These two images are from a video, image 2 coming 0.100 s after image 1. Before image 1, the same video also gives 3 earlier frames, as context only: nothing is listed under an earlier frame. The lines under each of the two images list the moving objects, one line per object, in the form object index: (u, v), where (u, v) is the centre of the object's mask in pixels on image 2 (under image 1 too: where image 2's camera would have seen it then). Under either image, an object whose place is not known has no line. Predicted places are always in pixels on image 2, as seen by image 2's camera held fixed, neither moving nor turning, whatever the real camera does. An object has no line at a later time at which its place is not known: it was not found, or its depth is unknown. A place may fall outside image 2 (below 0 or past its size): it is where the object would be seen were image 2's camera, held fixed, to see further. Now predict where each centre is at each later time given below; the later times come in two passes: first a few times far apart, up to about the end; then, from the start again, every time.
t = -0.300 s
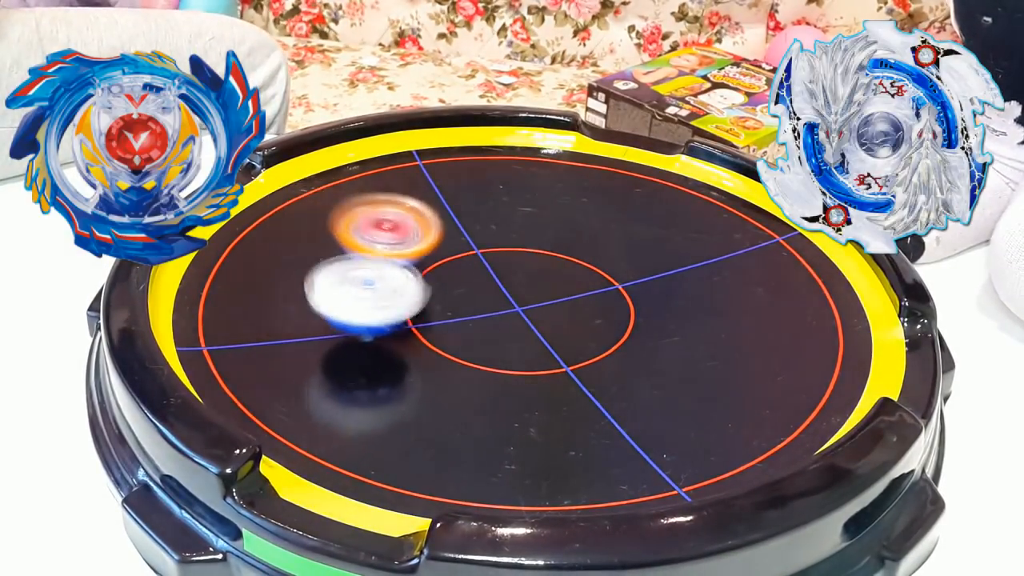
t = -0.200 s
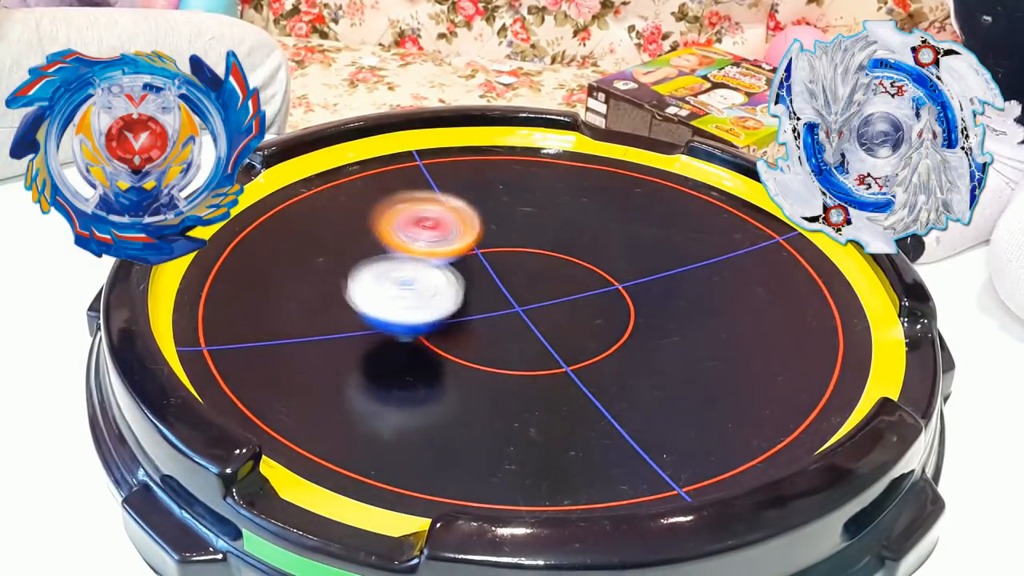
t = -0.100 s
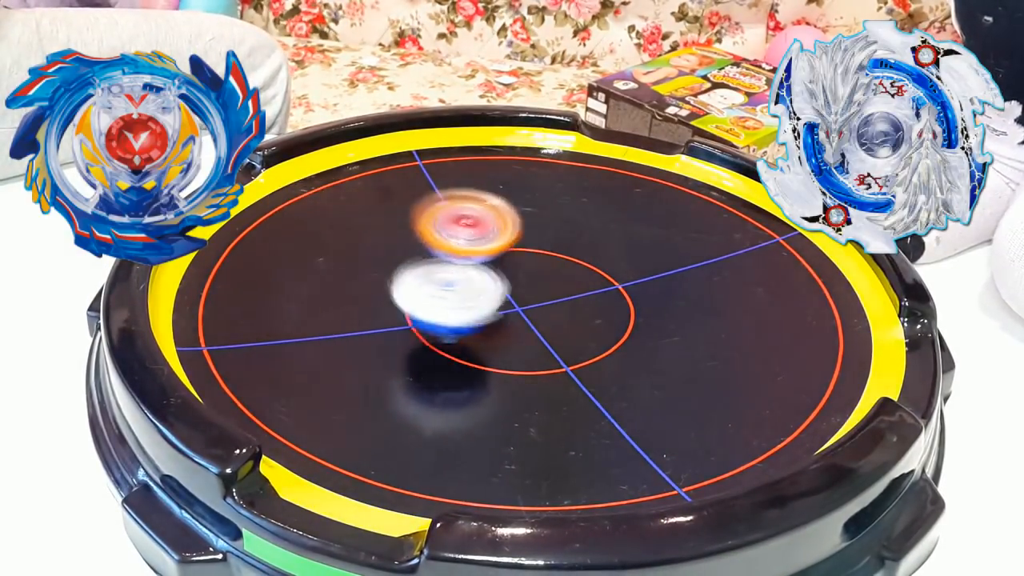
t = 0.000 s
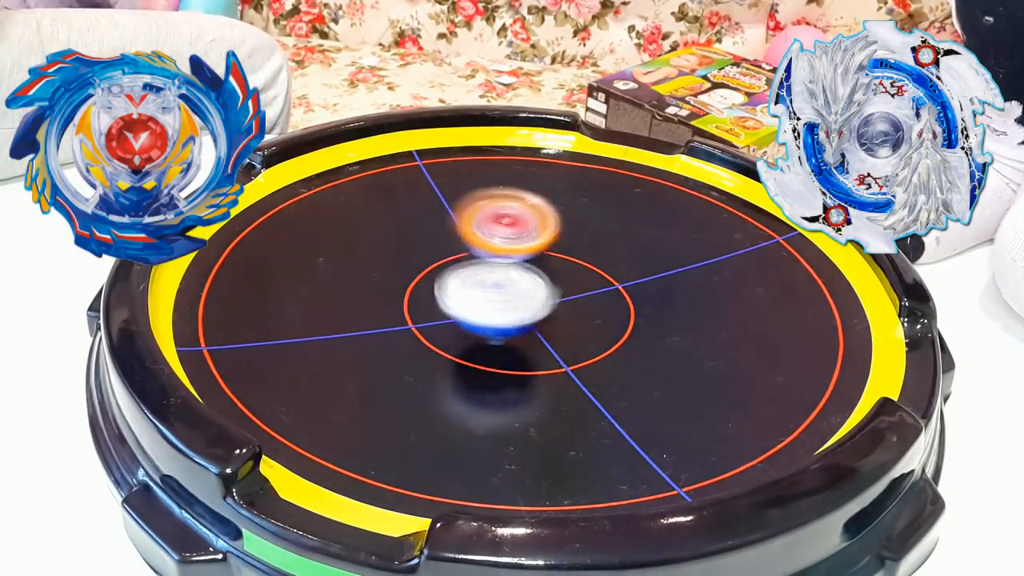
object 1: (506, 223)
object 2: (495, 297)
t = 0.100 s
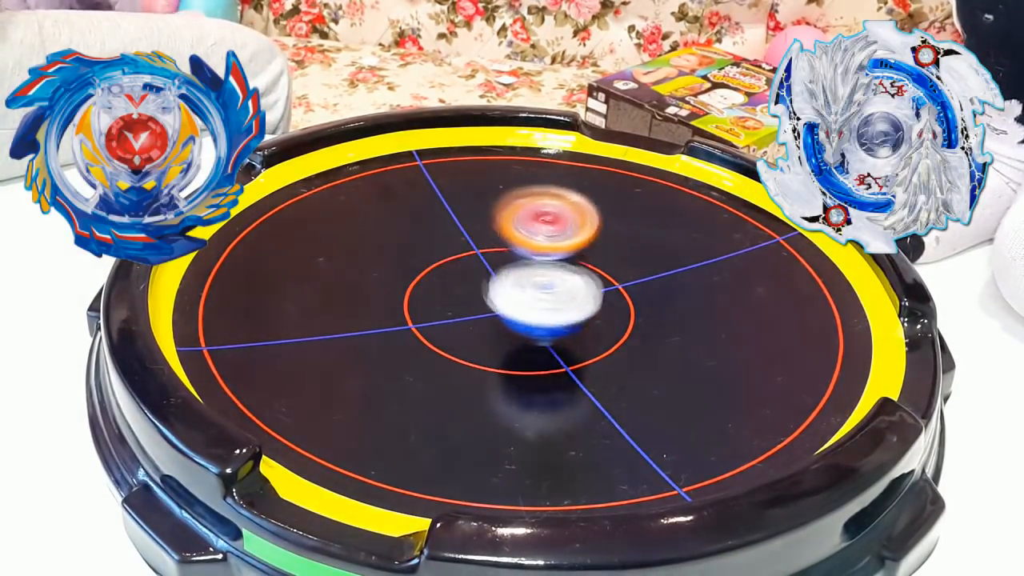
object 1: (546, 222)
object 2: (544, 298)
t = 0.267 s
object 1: (609, 218)
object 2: (615, 300)
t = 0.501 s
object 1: (675, 211)
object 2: (676, 304)
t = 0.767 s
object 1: (725, 214)
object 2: (659, 297)
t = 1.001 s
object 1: (719, 218)
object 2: (590, 273)
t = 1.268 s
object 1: (651, 233)
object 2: (511, 229)
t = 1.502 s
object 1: (542, 274)
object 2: (475, 195)
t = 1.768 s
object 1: (481, 367)
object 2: (489, 184)
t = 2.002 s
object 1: (542, 408)
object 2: (514, 212)
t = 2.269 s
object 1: (589, 361)
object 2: (524, 268)
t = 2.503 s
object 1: (688, 373)
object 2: (437, 230)
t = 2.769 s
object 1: (788, 355)
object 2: (358, 194)
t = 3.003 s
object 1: (718, 308)
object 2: (303, 190)
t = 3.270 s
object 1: (524, 279)
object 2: (323, 220)
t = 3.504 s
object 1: (417, 336)
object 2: (363, 230)
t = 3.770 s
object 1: (559, 434)
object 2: (441, 218)
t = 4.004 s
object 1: (675, 376)
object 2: (530, 231)
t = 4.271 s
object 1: (606, 302)
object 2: (606, 221)
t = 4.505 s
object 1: (537, 345)
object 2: (586, 181)
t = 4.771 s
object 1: (488, 375)
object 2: (511, 162)
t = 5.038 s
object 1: (470, 362)
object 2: (449, 188)
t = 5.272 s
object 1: (464, 316)
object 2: (458, 235)
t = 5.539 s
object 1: (420, 322)
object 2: (543, 238)
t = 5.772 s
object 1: (423, 351)
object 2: (582, 204)
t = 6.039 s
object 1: (478, 341)
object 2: (563, 176)
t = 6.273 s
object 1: (517, 285)
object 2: (528, 173)
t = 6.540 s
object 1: (438, 267)
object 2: (520, 160)
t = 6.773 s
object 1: (364, 332)
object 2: (566, 140)
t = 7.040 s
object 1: (398, 414)
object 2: (581, 175)
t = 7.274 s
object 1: (523, 381)
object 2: (611, 213)
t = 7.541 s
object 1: (568, 296)
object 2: (677, 237)
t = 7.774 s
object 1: (574, 226)
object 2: (726, 246)
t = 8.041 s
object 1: (554, 166)
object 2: (715, 263)
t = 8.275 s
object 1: (496, 141)
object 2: (657, 287)
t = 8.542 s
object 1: (473, 187)
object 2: (608, 325)
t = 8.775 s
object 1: (511, 249)
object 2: (592, 356)
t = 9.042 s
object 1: (593, 304)
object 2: (553, 382)
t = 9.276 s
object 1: (673, 272)
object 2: (530, 429)
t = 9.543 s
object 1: (642, 223)
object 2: (585, 428)
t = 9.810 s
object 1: (535, 215)
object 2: (563, 383)
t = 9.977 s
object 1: (470, 226)
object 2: (522, 365)
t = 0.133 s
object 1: (558, 221)
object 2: (557, 298)
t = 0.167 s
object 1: (571, 220)
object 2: (574, 299)
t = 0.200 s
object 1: (585, 219)
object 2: (587, 299)
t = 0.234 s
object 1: (596, 218)
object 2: (603, 300)
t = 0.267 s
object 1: (609, 218)
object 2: (615, 300)
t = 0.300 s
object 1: (620, 217)
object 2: (628, 301)
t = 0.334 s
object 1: (631, 215)
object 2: (640, 301)
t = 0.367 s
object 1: (640, 215)
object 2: (650, 302)
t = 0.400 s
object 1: (651, 213)
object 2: (659, 302)
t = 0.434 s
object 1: (659, 212)
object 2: (666, 303)
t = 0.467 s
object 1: (668, 211)
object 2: (671, 303)
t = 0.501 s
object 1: (675, 211)
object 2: (676, 304)
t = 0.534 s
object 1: (683, 211)
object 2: (678, 304)
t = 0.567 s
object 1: (690, 212)
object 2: (679, 304)
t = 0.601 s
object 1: (697, 212)
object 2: (678, 304)
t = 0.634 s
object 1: (702, 213)
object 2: (678, 303)
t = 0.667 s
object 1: (710, 213)
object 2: (675, 302)
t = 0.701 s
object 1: (715, 213)
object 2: (671, 301)
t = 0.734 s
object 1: (720, 213)
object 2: (664, 298)
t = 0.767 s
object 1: (725, 214)
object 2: (659, 297)
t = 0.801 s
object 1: (728, 215)
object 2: (650, 294)
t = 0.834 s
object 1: (730, 216)
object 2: (641, 292)
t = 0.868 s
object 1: (731, 215)
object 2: (632, 289)
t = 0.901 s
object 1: (731, 215)
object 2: (622, 286)
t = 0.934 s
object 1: (729, 215)
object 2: (610, 281)
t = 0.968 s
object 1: (725, 216)
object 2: (598, 277)
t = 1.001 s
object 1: (719, 218)
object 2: (590, 273)
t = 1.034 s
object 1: (713, 219)
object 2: (578, 266)
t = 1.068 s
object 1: (707, 219)
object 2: (567, 262)
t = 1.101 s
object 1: (702, 220)
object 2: (556, 257)
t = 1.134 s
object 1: (695, 221)
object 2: (546, 252)
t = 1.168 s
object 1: (686, 223)
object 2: (536, 246)
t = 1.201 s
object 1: (674, 227)
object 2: (526, 240)
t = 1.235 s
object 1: (663, 230)
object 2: (520, 235)
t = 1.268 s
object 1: (651, 233)
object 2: (511, 229)
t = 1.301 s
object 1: (637, 236)
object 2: (504, 224)
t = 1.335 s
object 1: (623, 240)
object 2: (497, 218)
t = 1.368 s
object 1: (608, 244)
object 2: (491, 213)
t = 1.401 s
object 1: (594, 250)
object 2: (485, 208)
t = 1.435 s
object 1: (576, 257)
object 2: (480, 203)
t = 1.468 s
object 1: (558, 265)
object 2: (479, 198)
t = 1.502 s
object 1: (542, 274)
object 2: (475, 195)
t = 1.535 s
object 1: (524, 283)
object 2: (474, 192)
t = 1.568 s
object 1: (511, 293)
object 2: (475, 189)
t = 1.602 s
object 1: (499, 304)
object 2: (474, 186)
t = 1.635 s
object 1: (490, 316)
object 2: (475, 185)
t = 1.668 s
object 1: (483, 329)
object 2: (479, 183)
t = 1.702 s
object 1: (480, 342)
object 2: (480, 183)
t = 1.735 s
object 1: (479, 355)
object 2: (485, 184)
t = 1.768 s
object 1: (481, 367)
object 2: (489, 184)
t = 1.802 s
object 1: (486, 378)
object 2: (494, 186)
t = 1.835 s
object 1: (493, 388)
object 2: (498, 190)
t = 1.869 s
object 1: (501, 396)
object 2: (501, 193)
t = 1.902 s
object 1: (510, 401)
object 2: (506, 197)
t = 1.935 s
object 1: (520, 405)
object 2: (508, 203)
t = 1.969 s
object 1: (531, 407)
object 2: (511, 207)
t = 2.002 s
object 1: (542, 408)
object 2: (514, 212)
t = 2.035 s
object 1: (552, 407)
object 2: (516, 218)
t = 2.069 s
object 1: (561, 404)
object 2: (518, 225)
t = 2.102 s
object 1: (570, 401)
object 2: (521, 232)
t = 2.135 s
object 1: (577, 395)
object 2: (522, 240)
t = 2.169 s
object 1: (583, 388)
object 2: (523, 246)
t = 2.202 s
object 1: (587, 380)
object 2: (525, 254)
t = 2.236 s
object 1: (588, 371)
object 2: (524, 262)
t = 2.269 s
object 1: (589, 361)
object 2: (524, 268)
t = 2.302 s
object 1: (589, 351)
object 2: (525, 274)
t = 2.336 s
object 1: (588, 343)
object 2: (524, 281)
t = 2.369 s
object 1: (593, 340)
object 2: (513, 282)
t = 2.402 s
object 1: (615, 349)
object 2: (495, 270)
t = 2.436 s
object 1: (637, 359)
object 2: (472, 255)
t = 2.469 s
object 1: (662, 367)
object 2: (453, 241)
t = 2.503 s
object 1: (688, 373)
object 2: (437, 230)
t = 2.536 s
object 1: (711, 377)
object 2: (425, 223)
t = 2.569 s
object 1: (733, 378)
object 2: (416, 217)
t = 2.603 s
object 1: (752, 378)
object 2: (405, 211)
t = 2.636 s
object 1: (764, 376)
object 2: (397, 207)
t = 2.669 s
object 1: (776, 372)
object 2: (386, 202)
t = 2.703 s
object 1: (784, 367)
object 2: (376, 198)
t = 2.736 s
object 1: (787, 362)
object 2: (369, 196)
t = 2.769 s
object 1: (788, 355)
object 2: (358, 194)
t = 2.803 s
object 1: (785, 349)
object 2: (350, 192)
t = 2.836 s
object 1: (779, 341)
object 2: (339, 191)
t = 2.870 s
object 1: (771, 334)
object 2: (329, 190)
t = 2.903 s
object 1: (762, 327)
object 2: (322, 189)
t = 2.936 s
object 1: (749, 320)
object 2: (313, 189)
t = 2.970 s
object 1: (735, 314)
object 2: (309, 189)
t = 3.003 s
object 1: (718, 308)
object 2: (303, 190)
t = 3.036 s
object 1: (699, 303)
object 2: (299, 192)
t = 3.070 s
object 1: (678, 297)
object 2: (300, 194)
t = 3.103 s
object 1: (654, 292)
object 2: (301, 197)
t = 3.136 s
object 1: (630, 287)
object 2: (303, 201)
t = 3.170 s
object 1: (606, 284)
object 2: (307, 206)
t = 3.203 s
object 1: (578, 280)
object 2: (311, 210)
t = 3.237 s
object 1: (552, 279)
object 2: (318, 215)
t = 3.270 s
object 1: (524, 279)
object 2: (323, 220)
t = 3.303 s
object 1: (499, 279)
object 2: (332, 226)
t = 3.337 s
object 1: (474, 280)
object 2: (340, 232)
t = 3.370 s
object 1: (450, 282)
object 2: (349, 237)
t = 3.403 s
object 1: (431, 289)
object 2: (356, 240)
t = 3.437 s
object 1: (421, 302)
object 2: (358, 237)
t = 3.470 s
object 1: (416, 319)
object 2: (361, 233)
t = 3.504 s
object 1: (417, 336)
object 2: (363, 230)
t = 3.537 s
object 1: (421, 352)
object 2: (370, 226)
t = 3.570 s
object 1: (429, 369)
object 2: (376, 223)
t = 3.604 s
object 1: (442, 386)
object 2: (384, 220)
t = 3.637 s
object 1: (457, 400)
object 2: (393, 219)
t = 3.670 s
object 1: (477, 414)
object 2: (404, 218)
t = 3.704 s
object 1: (502, 425)
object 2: (416, 217)
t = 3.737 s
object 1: (530, 431)
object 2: (427, 218)
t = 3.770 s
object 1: (559, 434)
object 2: (441, 218)
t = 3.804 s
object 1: (588, 433)
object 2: (454, 219)
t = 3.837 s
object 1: (614, 428)
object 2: (467, 221)
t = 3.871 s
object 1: (635, 420)
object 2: (479, 222)
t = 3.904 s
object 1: (652, 410)
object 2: (491, 224)
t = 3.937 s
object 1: (664, 400)
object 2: (504, 226)
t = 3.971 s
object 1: (670, 389)
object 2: (517, 229)
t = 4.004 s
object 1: (675, 376)
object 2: (530, 231)
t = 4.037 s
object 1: (675, 362)
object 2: (542, 233)
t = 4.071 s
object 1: (671, 348)
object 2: (553, 235)
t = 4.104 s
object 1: (664, 333)
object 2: (565, 237)
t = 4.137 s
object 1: (654, 319)
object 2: (578, 240)
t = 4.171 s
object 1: (642, 305)
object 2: (588, 241)
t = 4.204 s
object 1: (626, 298)
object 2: (599, 239)
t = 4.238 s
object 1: (615, 298)
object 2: (602, 230)
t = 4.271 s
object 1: (606, 302)
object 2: (606, 221)
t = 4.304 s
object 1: (596, 307)
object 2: (605, 214)
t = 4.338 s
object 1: (587, 312)
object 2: (604, 207)
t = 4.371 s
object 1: (578, 318)
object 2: (604, 200)
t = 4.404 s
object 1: (569, 323)
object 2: (601, 195)
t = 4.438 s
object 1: (557, 331)
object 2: (598, 190)
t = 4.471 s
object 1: (546, 338)
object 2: (592, 185)
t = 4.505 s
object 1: (537, 345)
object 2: (586, 181)
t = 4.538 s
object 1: (529, 351)
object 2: (577, 176)
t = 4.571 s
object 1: (521, 356)
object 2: (569, 174)
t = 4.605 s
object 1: (514, 361)
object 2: (562, 170)
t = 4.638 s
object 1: (507, 365)
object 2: (550, 167)
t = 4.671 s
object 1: (502, 368)
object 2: (543, 165)
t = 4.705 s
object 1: (498, 372)
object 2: (532, 162)
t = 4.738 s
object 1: (492, 374)
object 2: (523, 161)
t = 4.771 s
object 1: (488, 375)
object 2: (511, 162)
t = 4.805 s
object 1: (485, 376)
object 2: (500, 163)
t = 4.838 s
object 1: (481, 376)
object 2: (492, 166)
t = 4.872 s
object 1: (478, 375)
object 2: (482, 168)
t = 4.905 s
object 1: (475, 374)
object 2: (476, 170)
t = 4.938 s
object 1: (474, 373)
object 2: (467, 174)
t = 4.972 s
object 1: (472, 370)
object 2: (461, 178)
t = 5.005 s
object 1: (471, 367)
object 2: (454, 182)
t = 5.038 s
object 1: (470, 362)
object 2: (449, 188)
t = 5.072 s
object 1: (470, 358)
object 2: (447, 194)
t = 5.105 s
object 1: (468, 353)
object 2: (444, 200)
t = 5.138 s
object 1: (469, 348)
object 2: (445, 206)
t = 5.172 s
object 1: (468, 341)
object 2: (445, 214)
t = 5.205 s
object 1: (468, 334)
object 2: (448, 221)
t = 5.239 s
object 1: (465, 325)
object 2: (452, 229)
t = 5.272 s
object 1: (464, 316)
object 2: (458, 235)
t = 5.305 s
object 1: (462, 310)
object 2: (466, 240)
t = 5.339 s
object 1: (456, 304)
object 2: (476, 244)
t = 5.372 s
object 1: (448, 302)
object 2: (490, 244)
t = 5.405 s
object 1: (442, 304)
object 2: (501, 245)
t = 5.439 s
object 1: (437, 306)
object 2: (513, 246)
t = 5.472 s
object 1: (432, 310)
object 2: (522, 245)
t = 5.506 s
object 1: (426, 315)
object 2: (534, 241)
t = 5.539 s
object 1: (420, 322)
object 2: (543, 238)
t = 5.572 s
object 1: (415, 328)
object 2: (553, 234)
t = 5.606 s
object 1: (413, 334)
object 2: (561, 229)
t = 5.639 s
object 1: (413, 338)
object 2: (568, 225)
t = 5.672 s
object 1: (414, 343)
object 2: (573, 220)
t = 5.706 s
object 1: (415, 346)
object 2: (578, 215)
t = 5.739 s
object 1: (418, 349)
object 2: (580, 211)
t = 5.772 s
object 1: (423, 351)
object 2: (582, 204)
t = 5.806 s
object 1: (427, 352)
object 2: (582, 200)
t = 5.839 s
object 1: (433, 353)
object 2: (583, 195)
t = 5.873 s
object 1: (439, 352)
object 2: (580, 191)
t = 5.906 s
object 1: (445, 351)
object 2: (579, 186)
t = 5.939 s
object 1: (453, 350)
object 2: (574, 184)
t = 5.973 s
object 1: (461, 348)
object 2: (572, 181)
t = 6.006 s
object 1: (470, 344)
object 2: (566, 177)
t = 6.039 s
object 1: (478, 341)
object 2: (563, 176)
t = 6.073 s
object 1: (487, 335)
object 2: (557, 173)
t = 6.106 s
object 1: (495, 329)
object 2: (553, 172)
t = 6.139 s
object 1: (502, 322)
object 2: (547, 171)
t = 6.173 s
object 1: (507, 314)
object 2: (544, 171)
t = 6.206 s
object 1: (513, 305)
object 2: (538, 171)
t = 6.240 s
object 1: (516, 295)
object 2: (534, 172)
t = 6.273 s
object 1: (517, 285)
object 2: (528, 173)
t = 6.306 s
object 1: (516, 275)
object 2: (526, 174)
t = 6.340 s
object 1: (513, 265)
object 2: (519, 177)
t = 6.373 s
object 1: (509, 256)
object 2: (515, 179)
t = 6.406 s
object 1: (502, 248)
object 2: (509, 181)
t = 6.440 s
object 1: (493, 243)
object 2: (507, 183)
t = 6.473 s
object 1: (475, 248)
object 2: (505, 183)
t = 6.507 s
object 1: (456, 256)
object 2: (513, 175)
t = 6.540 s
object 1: (438, 267)
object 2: (520, 160)
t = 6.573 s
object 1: (426, 276)
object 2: (529, 151)
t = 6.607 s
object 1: (415, 285)
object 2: (539, 146)
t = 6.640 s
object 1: (403, 294)
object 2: (549, 140)
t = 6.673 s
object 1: (392, 304)
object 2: (554, 138)
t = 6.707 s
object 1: (382, 313)
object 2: (559, 138)
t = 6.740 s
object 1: (373, 322)
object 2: (562, 139)
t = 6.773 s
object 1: (364, 332)
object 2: (566, 140)
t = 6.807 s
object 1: (357, 343)
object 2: (568, 143)
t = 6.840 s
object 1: (352, 355)
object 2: (570, 145)
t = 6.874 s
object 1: (349, 365)
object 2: (573, 148)
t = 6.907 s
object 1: (350, 376)
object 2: (574, 151)
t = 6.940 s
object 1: (357, 388)
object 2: (577, 156)
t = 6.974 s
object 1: (367, 397)
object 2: (577, 161)
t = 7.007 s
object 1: (380, 406)
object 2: (580, 168)
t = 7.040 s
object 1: (398, 414)
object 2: (581, 175)
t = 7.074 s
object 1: (418, 417)
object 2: (585, 181)
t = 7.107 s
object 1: (439, 417)
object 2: (587, 185)
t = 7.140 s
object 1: (460, 415)
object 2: (592, 191)
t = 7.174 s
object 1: (480, 409)
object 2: (596, 198)
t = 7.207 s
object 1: (496, 400)
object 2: (600, 202)
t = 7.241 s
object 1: (510, 391)
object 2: (605, 207)
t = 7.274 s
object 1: (523, 381)
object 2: (611, 213)
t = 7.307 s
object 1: (533, 371)
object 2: (619, 217)
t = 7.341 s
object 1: (541, 361)
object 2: (625, 222)
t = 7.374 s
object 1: (549, 351)
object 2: (634, 225)
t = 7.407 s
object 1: (554, 338)
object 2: (641, 229)
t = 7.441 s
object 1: (559, 327)
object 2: (651, 231)
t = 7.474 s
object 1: (564, 317)
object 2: (659, 235)
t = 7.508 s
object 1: (566, 306)
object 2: (668, 235)
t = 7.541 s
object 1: (568, 296)
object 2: (677, 237)
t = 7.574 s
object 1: (571, 285)
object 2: (685, 238)
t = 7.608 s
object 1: (572, 275)
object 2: (694, 238)
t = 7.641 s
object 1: (574, 264)
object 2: (703, 240)
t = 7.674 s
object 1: (574, 255)
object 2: (711, 241)
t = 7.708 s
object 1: (574, 245)
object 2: (717, 243)
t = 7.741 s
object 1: (574, 235)
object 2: (725, 245)
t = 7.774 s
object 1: (574, 226)
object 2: (726, 246)
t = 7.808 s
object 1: (573, 217)
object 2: (730, 248)
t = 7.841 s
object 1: (571, 208)
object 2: (731, 250)
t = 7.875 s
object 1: (570, 200)
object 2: (731, 252)
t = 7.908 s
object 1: (569, 192)
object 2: (731, 253)
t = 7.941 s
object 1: (566, 184)
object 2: (726, 256)
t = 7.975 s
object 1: (563, 179)
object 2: (726, 257)
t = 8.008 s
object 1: (559, 173)
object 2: (717, 261)
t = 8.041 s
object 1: (554, 166)
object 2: (715, 263)
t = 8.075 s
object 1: (548, 155)
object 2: (708, 266)
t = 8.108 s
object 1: (540, 149)
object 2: (699, 269)
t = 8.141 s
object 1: (530, 144)
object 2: (691, 272)
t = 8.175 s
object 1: (520, 142)
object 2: (681, 275)
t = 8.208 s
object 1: (512, 139)
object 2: (675, 278)
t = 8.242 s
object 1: (504, 140)
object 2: (664, 282)
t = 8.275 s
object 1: (496, 141)
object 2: (657, 287)
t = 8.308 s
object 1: (490, 144)
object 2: (648, 291)
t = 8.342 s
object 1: (485, 146)
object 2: (640, 295)
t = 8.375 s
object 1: (479, 150)
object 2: (634, 299)
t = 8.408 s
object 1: (476, 157)
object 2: (626, 304)
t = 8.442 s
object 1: (472, 168)
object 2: (622, 308)
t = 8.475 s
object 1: (471, 174)
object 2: (615, 313)
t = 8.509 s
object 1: (471, 180)
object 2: (612, 319)
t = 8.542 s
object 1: (473, 187)
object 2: (608, 325)
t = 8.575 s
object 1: (477, 195)
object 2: (604, 329)
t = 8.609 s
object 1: (481, 204)
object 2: (601, 334)
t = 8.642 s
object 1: (485, 213)
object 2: (598, 338)
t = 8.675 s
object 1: (491, 222)
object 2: (598, 343)
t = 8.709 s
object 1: (498, 231)
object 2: (594, 348)
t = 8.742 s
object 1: (504, 240)
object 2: (594, 352)
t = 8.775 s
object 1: (511, 249)
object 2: (592, 356)
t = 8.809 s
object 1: (518, 258)
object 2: (589, 360)
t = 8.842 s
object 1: (526, 267)
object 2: (587, 362)
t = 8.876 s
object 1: (535, 276)
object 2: (580, 366)
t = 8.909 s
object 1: (543, 282)
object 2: (579, 367)
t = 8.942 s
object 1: (553, 289)
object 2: (572, 370)
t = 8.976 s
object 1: (563, 294)
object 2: (568, 371)
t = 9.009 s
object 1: (575, 300)
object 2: (562, 373)
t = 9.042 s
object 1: (593, 304)
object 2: (553, 382)
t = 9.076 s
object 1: (608, 303)
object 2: (541, 393)
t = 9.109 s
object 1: (621, 299)
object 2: (532, 402)
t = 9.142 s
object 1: (635, 295)
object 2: (528, 411)
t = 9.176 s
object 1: (646, 290)
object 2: (524, 416)
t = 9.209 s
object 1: (658, 286)
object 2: (524, 421)
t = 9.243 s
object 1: (665, 279)
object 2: (527, 424)
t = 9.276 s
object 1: (673, 272)
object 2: (530, 429)
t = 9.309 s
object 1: (677, 266)
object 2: (539, 432)
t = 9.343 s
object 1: (679, 258)
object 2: (547, 436)
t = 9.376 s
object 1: (679, 251)
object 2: (556, 437)
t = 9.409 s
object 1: (676, 245)
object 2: (565, 437)
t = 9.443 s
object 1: (671, 238)
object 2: (572, 438)
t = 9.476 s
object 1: (662, 232)
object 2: (581, 435)
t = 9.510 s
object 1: (654, 228)
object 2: (583, 433)
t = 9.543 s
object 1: (642, 223)
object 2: (585, 428)
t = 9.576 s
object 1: (631, 220)
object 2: (589, 422)
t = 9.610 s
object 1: (618, 217)
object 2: (590, 416)
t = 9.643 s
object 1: (604, 214)
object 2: (590, 409)
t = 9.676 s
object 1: (590, 213)
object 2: (585, 403)
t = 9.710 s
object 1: (577, 213)
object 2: (581, 397)
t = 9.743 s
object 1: (562, 212)
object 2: (577, 392)
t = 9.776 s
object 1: (548, 213)
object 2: (567, 389)
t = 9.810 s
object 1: (535, 215)
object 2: (563, 383)
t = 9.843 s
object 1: (521, 215)
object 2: (553, 379)
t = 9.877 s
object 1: (507, 218)
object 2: (547, 376)
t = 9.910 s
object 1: (495, 220)
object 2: (540, 371)
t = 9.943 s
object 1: (482, 222)
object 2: (530, 369)
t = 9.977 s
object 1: (470, 226)
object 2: (522, 365)
